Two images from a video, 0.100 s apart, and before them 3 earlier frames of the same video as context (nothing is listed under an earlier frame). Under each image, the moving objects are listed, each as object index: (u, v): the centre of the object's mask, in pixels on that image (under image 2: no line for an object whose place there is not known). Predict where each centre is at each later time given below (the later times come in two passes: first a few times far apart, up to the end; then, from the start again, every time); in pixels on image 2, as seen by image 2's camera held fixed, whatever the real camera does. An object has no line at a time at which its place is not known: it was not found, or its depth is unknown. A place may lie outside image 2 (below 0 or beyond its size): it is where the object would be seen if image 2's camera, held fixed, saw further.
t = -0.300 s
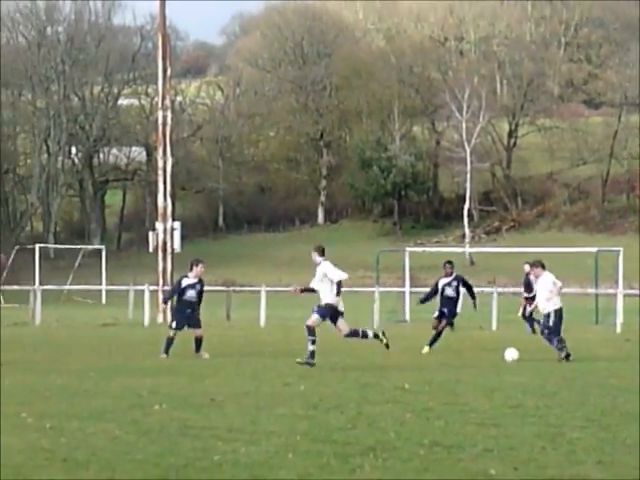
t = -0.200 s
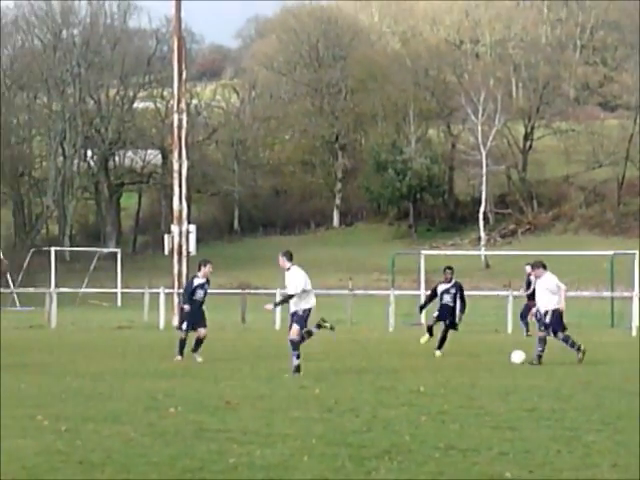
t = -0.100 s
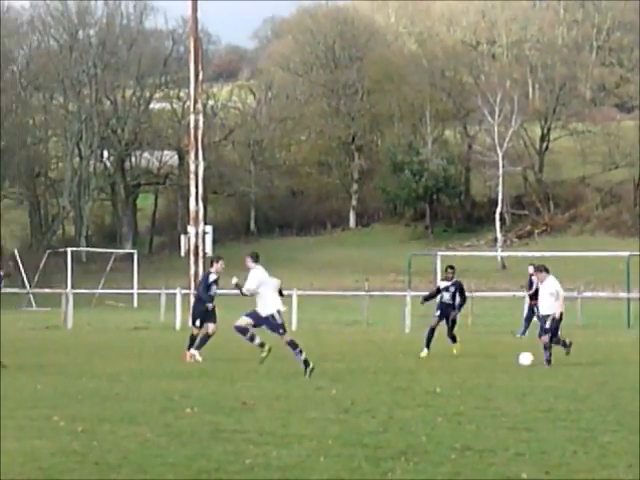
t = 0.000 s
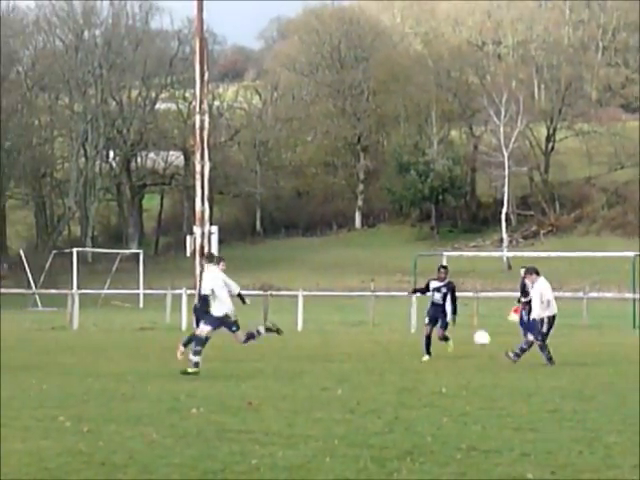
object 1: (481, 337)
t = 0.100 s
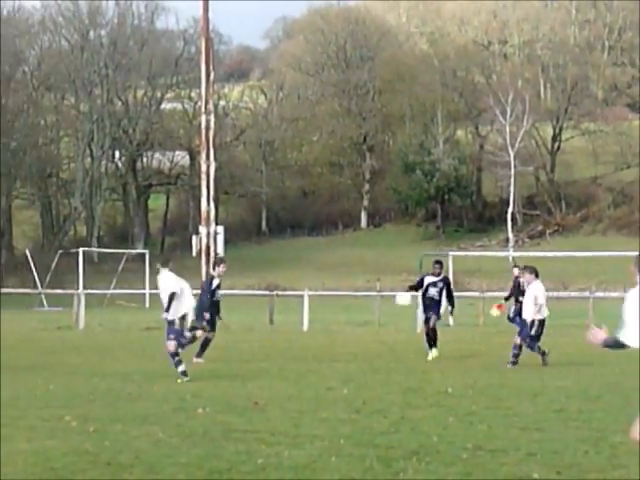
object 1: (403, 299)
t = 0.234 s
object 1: (293, 256)
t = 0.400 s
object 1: (159, 216)
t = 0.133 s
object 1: (375, 287)
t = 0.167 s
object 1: (347, 276)
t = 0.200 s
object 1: (320, 266)
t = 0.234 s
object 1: (293, 256)
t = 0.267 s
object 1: (266, 247)
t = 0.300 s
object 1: (239, 239)
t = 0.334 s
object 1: (213, 230)
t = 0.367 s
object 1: (186, 223)
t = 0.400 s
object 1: (159, 216)
